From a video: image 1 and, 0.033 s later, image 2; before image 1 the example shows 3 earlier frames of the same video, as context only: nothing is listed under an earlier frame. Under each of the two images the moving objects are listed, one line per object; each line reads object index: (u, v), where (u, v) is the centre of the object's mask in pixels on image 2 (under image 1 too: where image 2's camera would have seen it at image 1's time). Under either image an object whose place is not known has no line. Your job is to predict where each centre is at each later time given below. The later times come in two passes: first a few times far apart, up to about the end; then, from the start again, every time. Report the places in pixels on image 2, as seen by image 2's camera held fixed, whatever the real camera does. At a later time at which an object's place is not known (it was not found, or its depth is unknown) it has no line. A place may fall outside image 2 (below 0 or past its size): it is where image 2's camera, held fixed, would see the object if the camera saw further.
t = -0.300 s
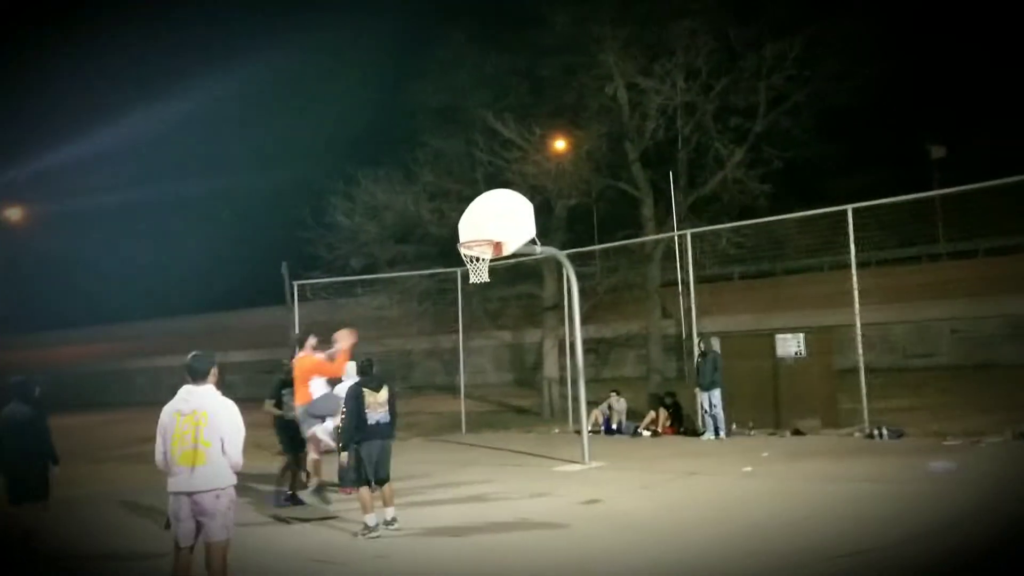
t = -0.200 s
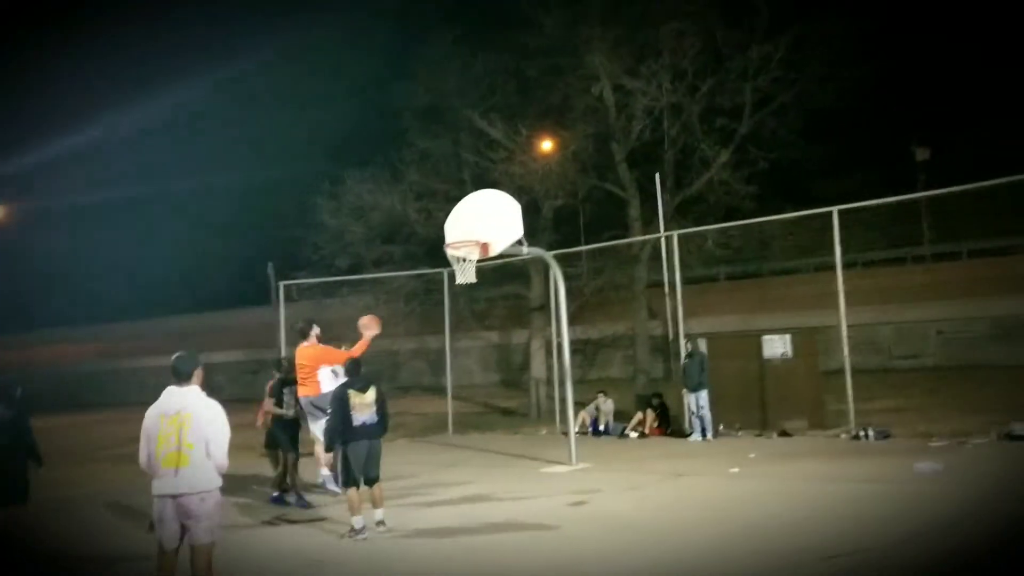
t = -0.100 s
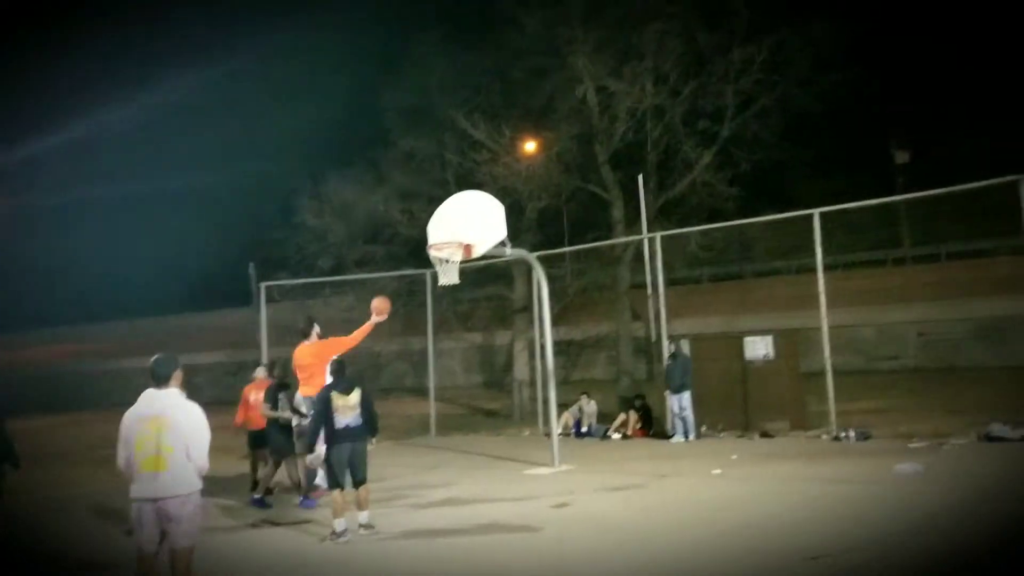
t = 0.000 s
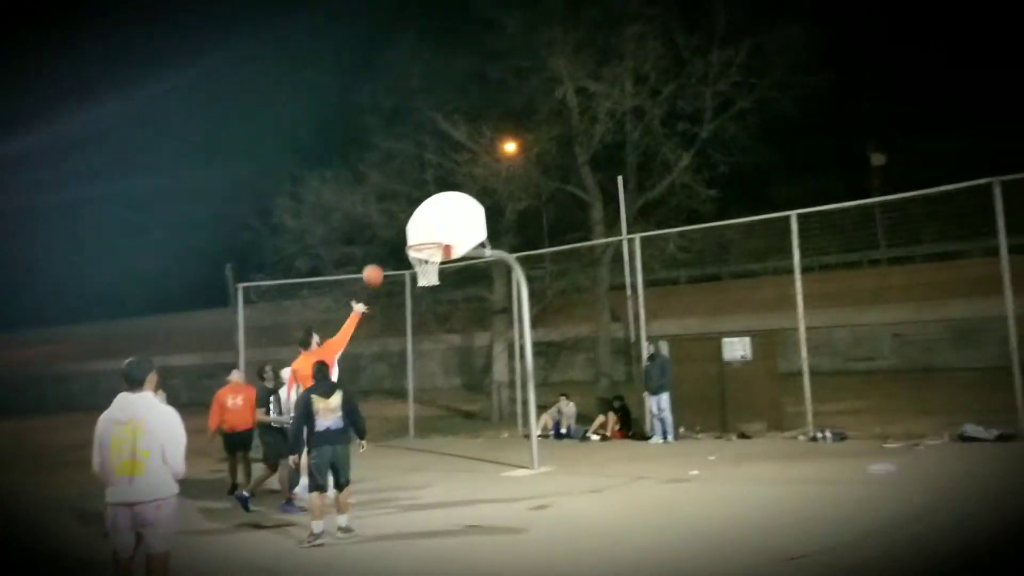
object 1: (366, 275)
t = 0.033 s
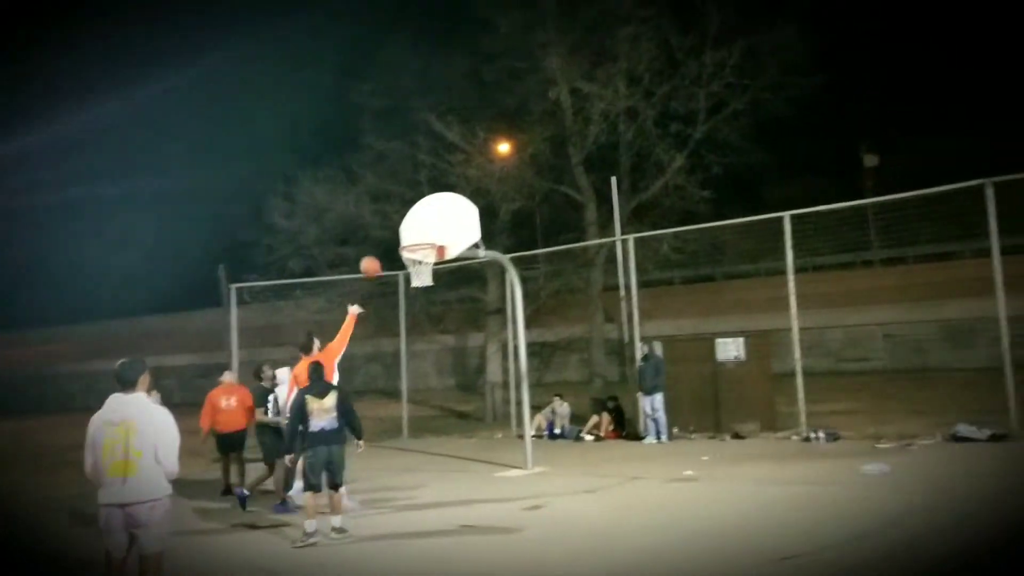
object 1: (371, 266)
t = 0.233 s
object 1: (393, 232)
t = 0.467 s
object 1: (422, 231)
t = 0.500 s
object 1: (427, 234)
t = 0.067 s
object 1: (374, 258)
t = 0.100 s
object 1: (378, 251)
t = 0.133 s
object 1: (382, 245)
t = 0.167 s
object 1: (386, 240)
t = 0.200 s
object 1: (390, 236)
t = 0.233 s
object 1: (393, 232)
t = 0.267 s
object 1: (397, 229)
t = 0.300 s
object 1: (401, 228)
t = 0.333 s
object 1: (405, 226)
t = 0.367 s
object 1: (409, 226)
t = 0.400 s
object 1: (414, 226)
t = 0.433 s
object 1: (418, 228)
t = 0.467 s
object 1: (422, 231)
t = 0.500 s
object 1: (427, 234)
